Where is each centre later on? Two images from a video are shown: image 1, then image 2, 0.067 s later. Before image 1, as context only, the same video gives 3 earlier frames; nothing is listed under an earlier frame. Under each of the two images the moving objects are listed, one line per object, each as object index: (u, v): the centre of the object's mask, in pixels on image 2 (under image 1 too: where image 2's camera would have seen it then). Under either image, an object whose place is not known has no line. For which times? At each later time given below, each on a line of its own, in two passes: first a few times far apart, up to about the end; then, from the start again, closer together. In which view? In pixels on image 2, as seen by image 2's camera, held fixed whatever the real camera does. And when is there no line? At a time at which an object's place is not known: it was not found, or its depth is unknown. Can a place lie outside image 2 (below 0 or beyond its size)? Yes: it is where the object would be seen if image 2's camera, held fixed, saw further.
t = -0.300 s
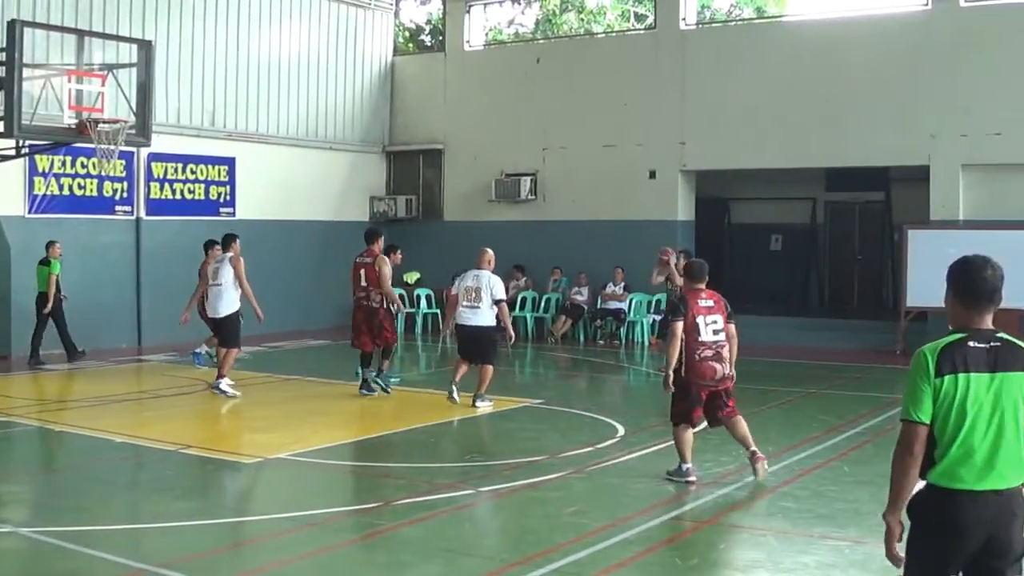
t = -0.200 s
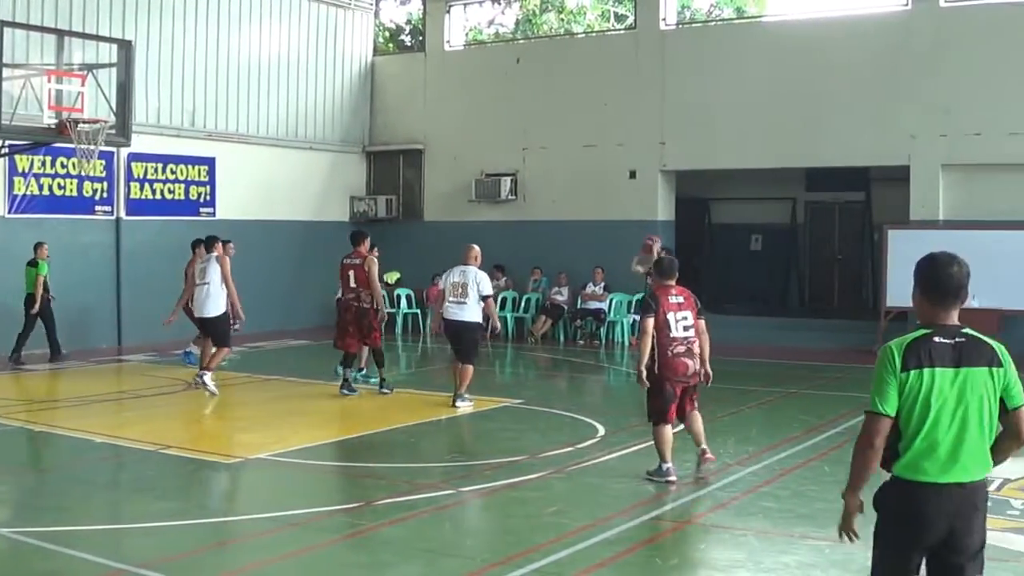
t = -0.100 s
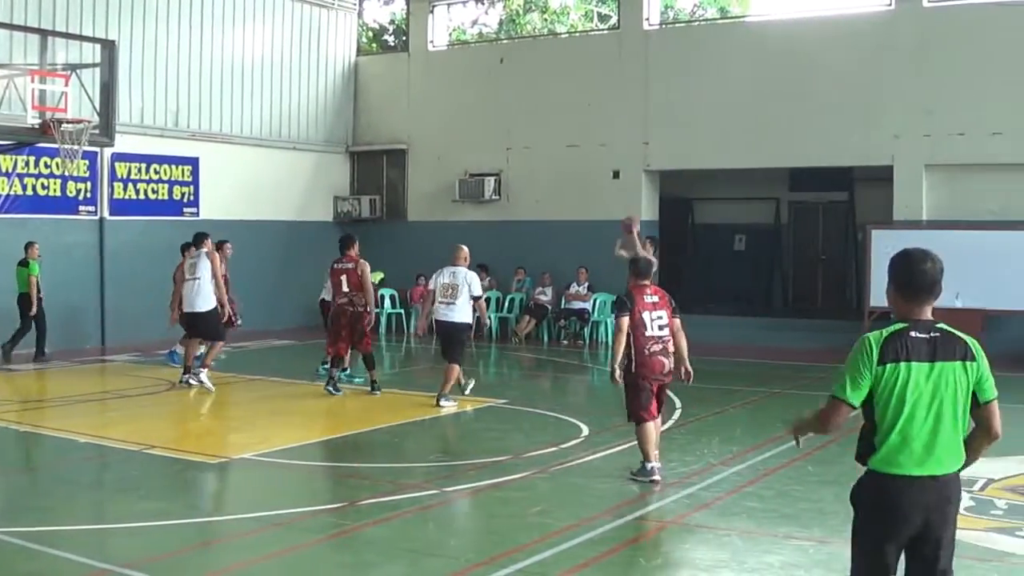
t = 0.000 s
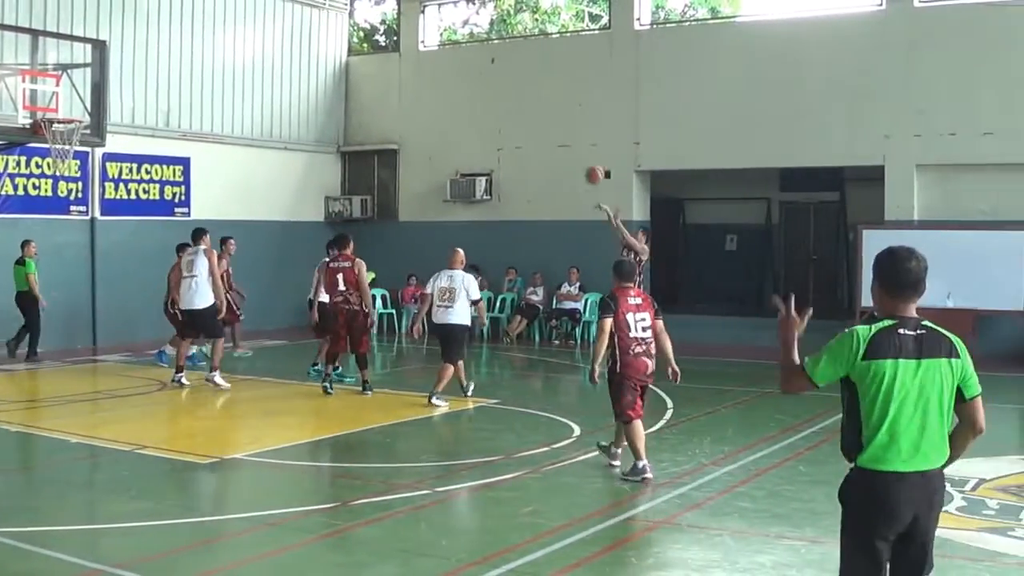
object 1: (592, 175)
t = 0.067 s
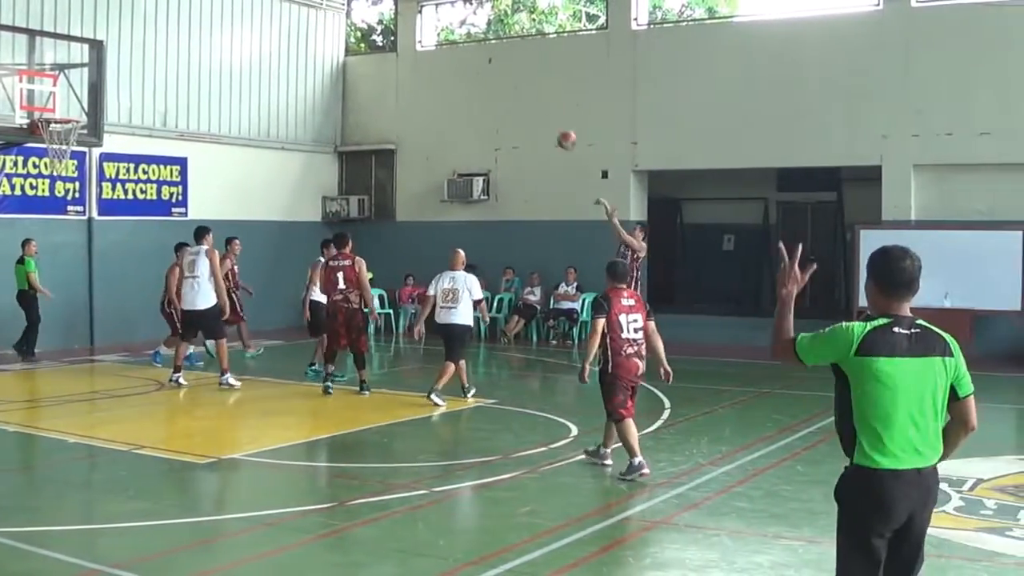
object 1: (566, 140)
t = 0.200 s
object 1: (516, 81)
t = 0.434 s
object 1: (424, 8)
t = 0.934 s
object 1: (224, 2)
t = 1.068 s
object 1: (169, 28)
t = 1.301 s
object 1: (81, 109)
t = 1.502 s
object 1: (83, 83)
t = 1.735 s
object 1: (85, 96)
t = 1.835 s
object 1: (85, 116)
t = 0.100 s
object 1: (554, 124)
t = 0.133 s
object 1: (541, 109)
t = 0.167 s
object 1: (529, 95)
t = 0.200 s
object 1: (516, 81)
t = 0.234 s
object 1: (504, 68)
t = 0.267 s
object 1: (490, 55)
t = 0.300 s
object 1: (476, 44)
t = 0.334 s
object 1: (464, 34)
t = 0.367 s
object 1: (450, 26)
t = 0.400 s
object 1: (437, 16)
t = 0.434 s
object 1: (424, 8)
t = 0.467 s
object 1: (410, 5)
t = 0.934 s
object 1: (224, 2)
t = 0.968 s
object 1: (211, 5)
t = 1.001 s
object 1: (197, 10)
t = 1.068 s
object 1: (169, 28)
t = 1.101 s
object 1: (155, 38)
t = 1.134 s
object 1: (141, 50)
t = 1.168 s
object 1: (127, 63)
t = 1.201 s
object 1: (113, 76)
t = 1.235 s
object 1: (101, 92)
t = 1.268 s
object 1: (86, 105)
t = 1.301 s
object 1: (81, 109)
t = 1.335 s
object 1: (81, 102)
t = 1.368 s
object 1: (82, 97)
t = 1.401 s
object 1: (82, 91)
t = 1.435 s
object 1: (82, 88)
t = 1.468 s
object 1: (82, 85)
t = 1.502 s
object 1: (83, 83)
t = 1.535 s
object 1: (83, 82)
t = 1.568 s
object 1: (83, 81)
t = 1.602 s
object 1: (84, 82)
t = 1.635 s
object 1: (84, 84)
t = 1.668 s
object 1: (84, 87)
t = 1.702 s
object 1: (84, 91)
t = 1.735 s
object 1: (85, 96)
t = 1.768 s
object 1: (85, 101)
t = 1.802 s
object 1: (85, 108)
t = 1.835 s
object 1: (85, 116)
